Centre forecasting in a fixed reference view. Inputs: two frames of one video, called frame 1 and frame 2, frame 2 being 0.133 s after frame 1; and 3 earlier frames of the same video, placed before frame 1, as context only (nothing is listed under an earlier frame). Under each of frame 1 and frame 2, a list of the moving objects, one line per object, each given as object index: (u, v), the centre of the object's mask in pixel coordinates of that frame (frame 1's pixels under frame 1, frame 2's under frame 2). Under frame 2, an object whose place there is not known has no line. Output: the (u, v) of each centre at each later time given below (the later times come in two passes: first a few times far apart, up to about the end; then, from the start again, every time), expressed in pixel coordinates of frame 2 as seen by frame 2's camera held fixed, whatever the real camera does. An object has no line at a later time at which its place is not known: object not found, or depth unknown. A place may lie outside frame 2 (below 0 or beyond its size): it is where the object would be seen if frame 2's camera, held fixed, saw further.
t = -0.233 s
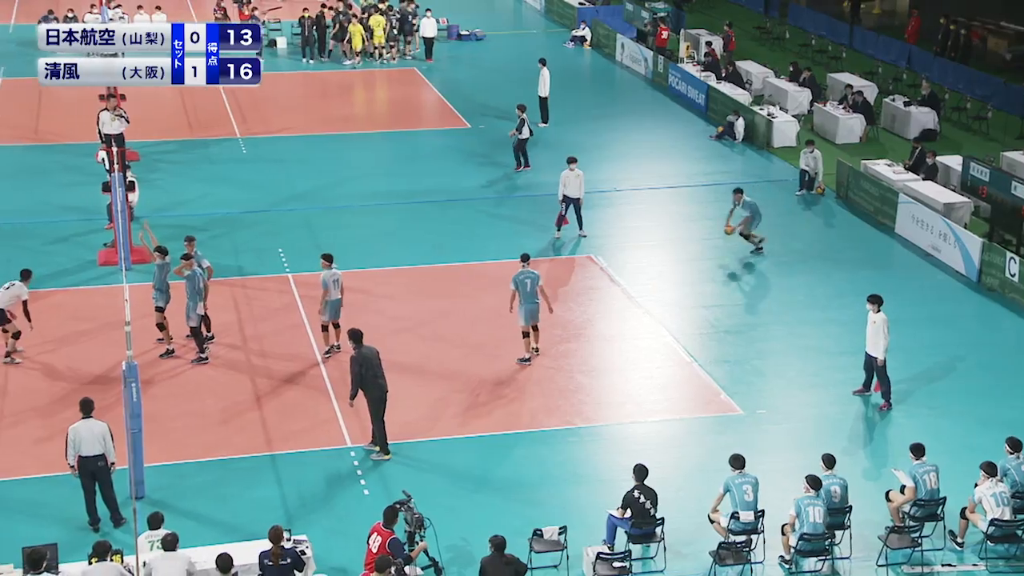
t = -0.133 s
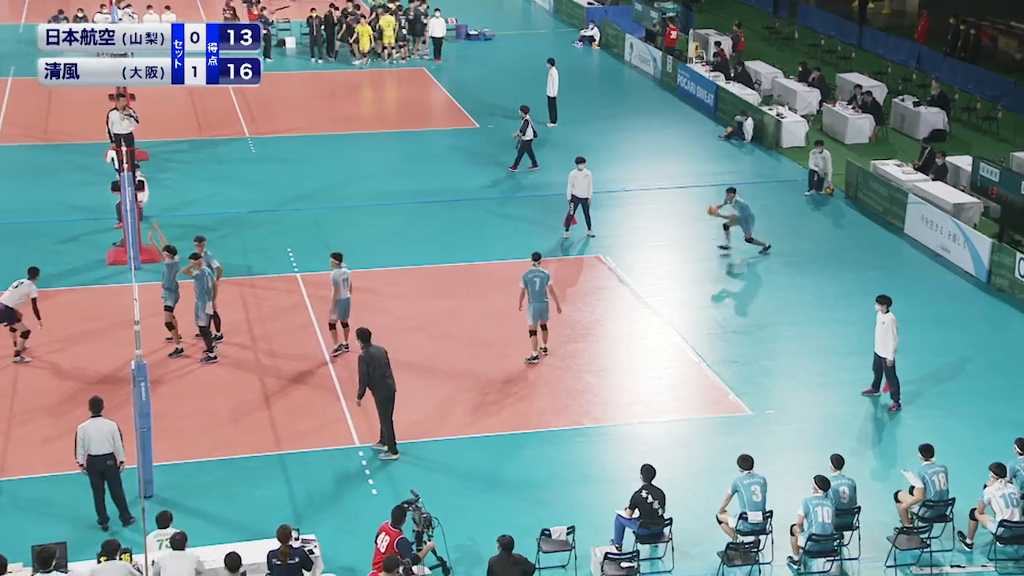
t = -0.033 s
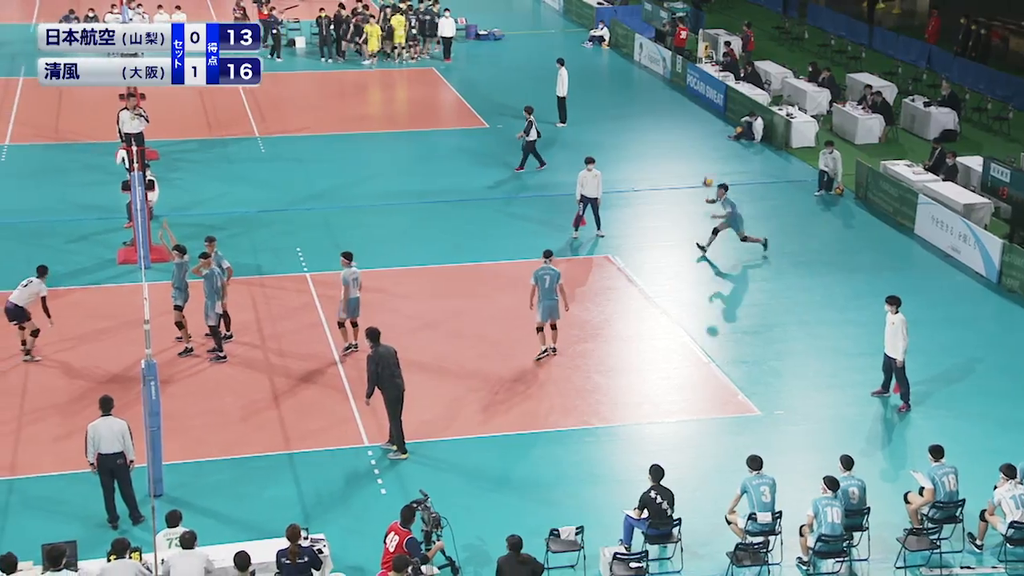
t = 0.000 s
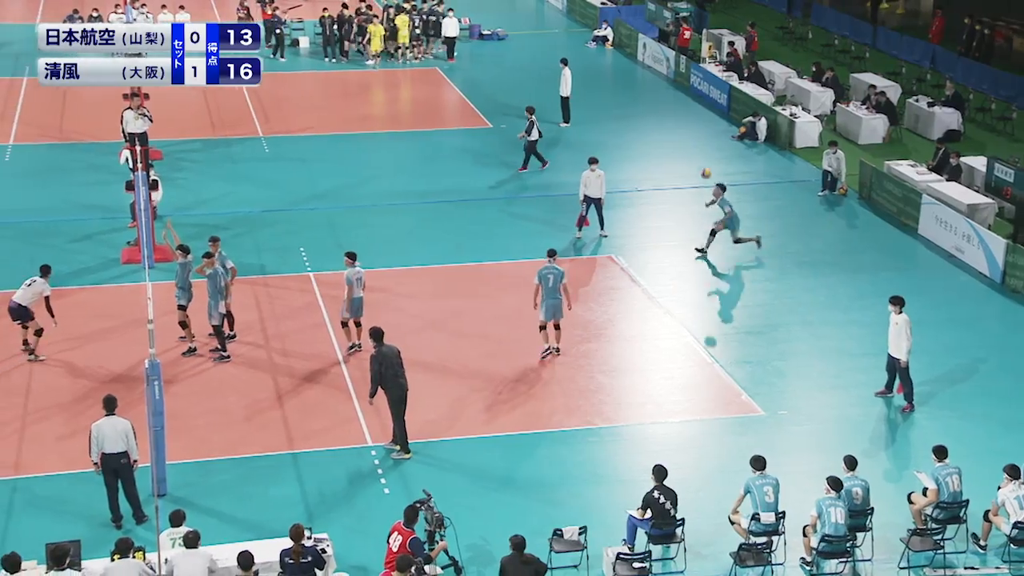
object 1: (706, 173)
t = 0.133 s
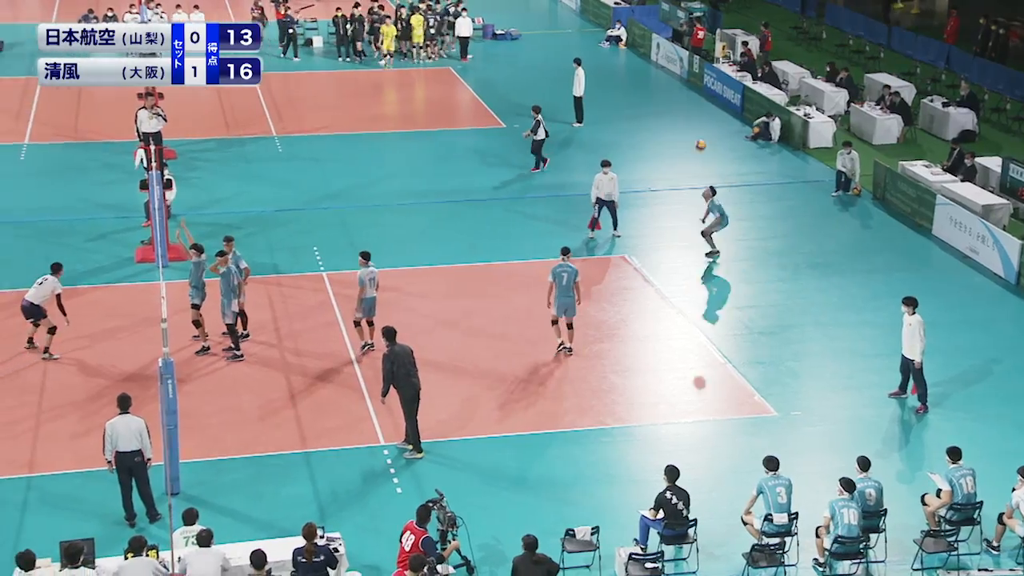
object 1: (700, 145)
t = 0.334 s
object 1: (673, 120)
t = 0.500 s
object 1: (650, 115)
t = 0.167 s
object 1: (695, 139)
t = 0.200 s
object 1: (691, 134)
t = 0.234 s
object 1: (686, 130)
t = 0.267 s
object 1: (682, 126)
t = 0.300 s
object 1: (677, 122)
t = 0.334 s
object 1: (673, 120)
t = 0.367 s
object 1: (668, 118)
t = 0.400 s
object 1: (663, 116)
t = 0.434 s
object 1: (659, 115)
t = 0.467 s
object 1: (654, 115)
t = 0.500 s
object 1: (650, 115)
